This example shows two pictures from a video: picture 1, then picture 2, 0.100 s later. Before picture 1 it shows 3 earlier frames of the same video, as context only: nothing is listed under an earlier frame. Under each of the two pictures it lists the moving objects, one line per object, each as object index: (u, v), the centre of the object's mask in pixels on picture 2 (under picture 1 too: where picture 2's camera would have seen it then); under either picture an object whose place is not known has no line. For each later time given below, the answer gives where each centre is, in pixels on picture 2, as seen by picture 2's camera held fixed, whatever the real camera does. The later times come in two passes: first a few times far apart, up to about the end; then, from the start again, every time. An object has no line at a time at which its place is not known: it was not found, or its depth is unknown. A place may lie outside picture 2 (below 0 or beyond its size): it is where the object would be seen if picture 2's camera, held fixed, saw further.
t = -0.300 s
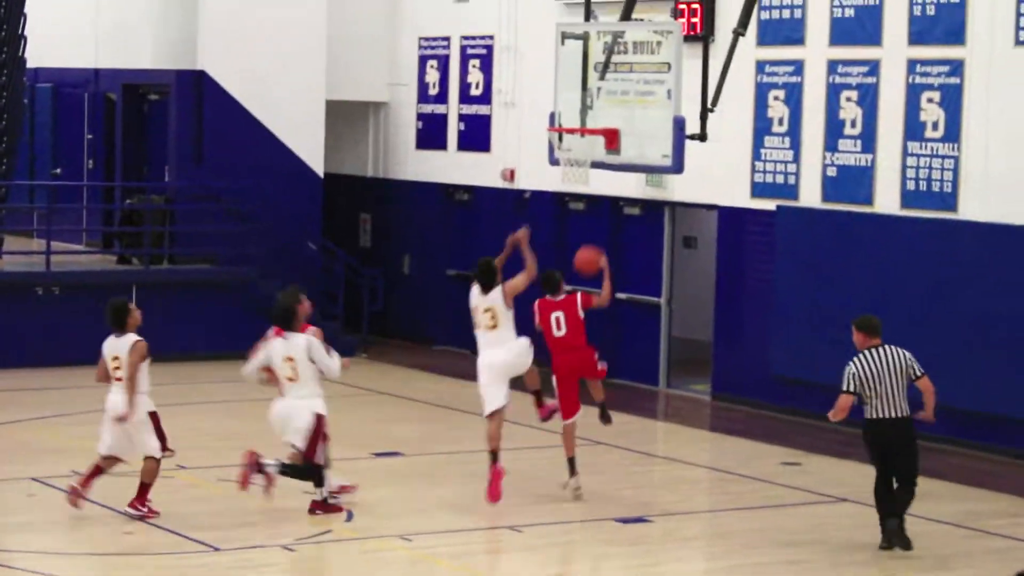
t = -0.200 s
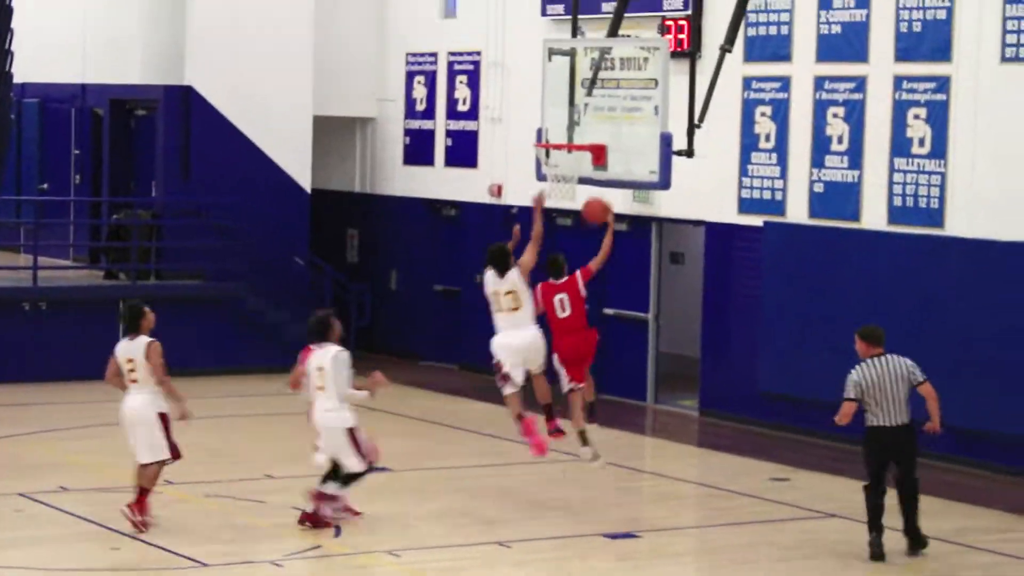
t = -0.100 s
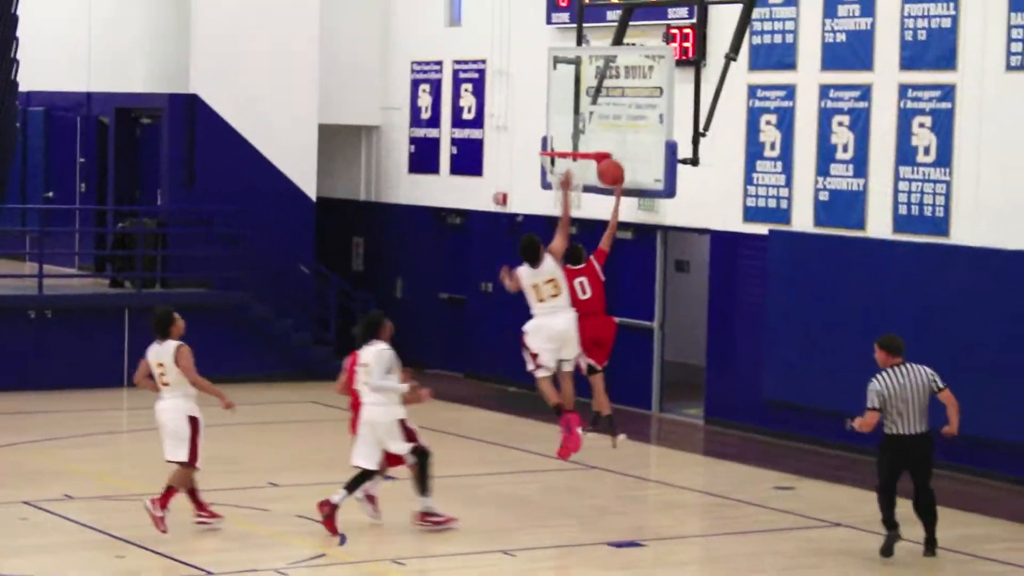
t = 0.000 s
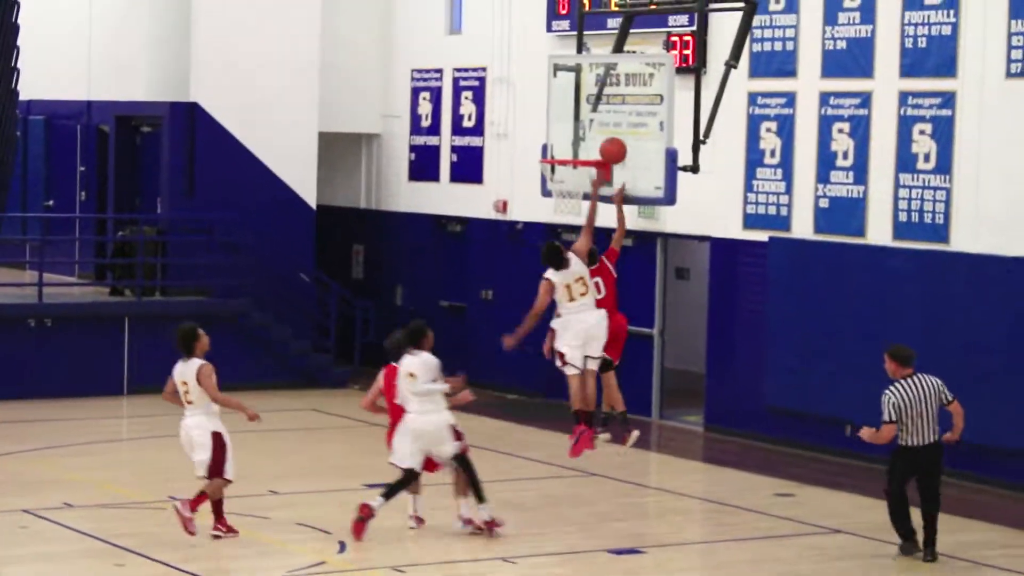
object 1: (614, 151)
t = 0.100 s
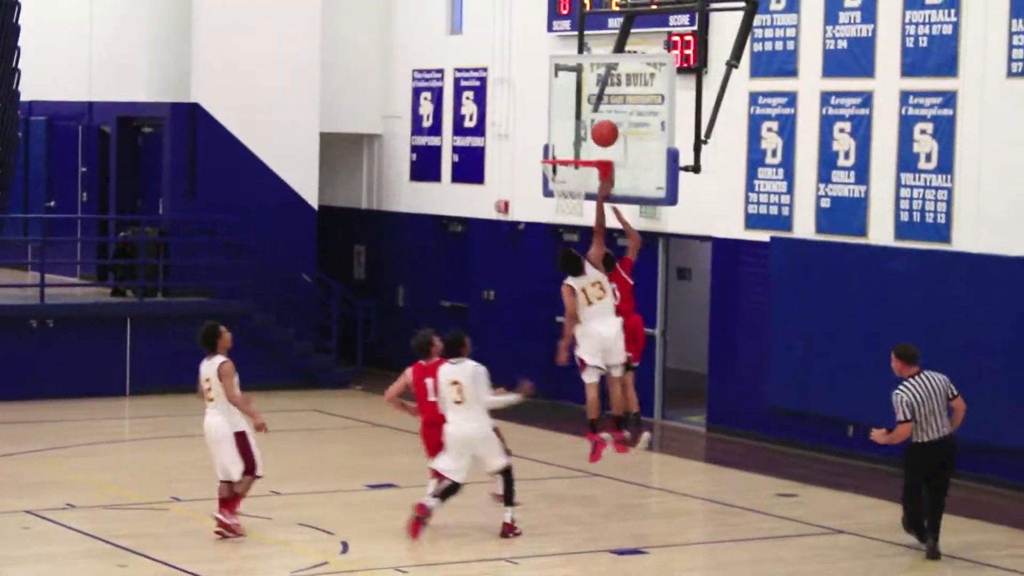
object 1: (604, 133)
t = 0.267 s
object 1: (582, 130)
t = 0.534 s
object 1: (569, 185)
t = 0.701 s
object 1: (585, 241)
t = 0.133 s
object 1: (600, 131)
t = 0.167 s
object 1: (595, 129)
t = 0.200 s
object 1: (590, 128)
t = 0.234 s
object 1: (586, 129)
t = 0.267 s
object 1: (582, 130)
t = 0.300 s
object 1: (577, 133)
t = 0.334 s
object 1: (572, 137)
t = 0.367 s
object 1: (567, 143)
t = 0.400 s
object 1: (562, 149)
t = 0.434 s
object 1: (557, 157)
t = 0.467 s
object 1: (559, 166)
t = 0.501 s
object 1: (564, 175)
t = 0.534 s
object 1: (569, 185)
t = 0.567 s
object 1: (573, 196)
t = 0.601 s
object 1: (577, 206)
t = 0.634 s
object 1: (580, 217)
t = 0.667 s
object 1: (583, 229)
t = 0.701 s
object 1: (585, 241)
